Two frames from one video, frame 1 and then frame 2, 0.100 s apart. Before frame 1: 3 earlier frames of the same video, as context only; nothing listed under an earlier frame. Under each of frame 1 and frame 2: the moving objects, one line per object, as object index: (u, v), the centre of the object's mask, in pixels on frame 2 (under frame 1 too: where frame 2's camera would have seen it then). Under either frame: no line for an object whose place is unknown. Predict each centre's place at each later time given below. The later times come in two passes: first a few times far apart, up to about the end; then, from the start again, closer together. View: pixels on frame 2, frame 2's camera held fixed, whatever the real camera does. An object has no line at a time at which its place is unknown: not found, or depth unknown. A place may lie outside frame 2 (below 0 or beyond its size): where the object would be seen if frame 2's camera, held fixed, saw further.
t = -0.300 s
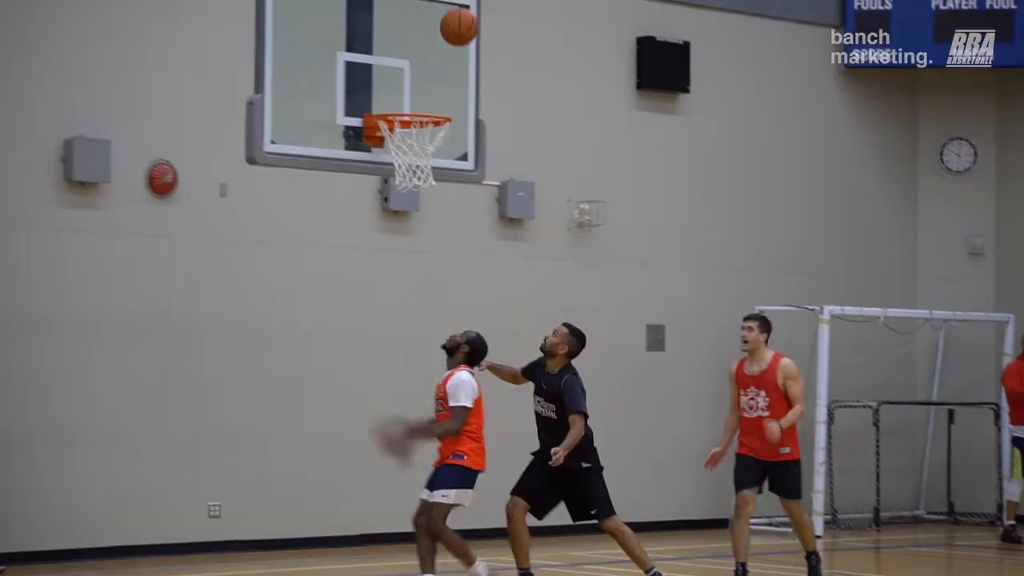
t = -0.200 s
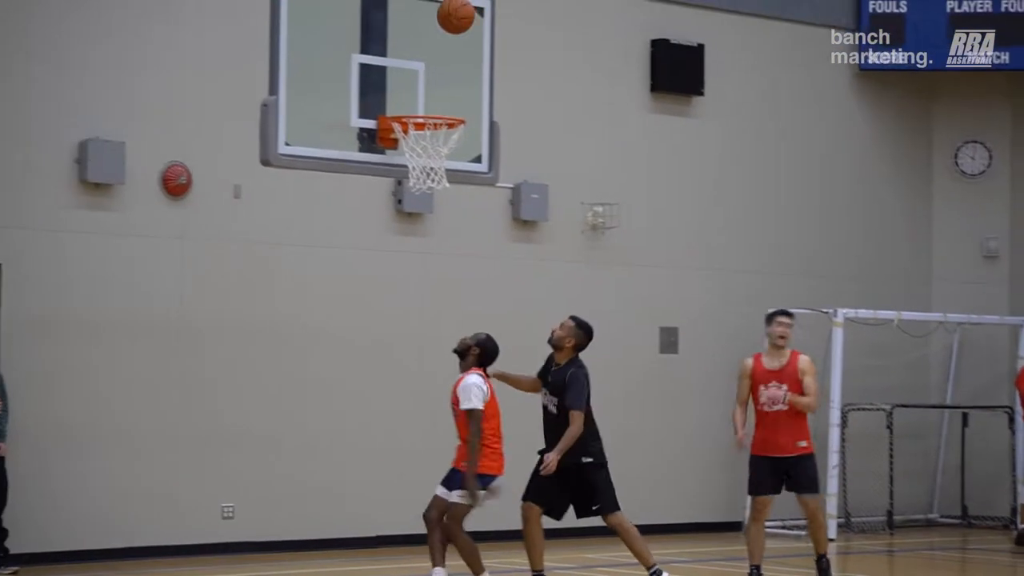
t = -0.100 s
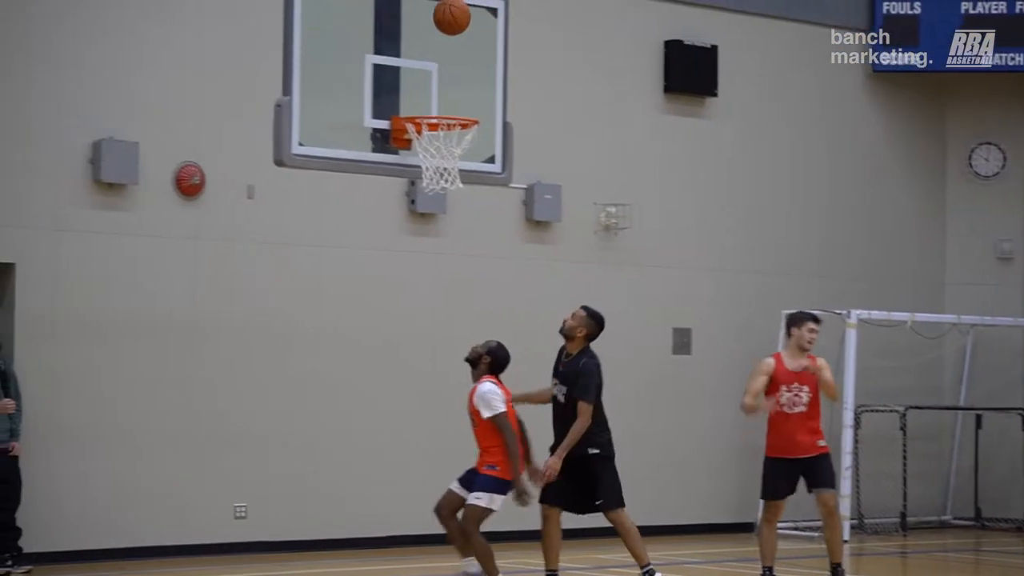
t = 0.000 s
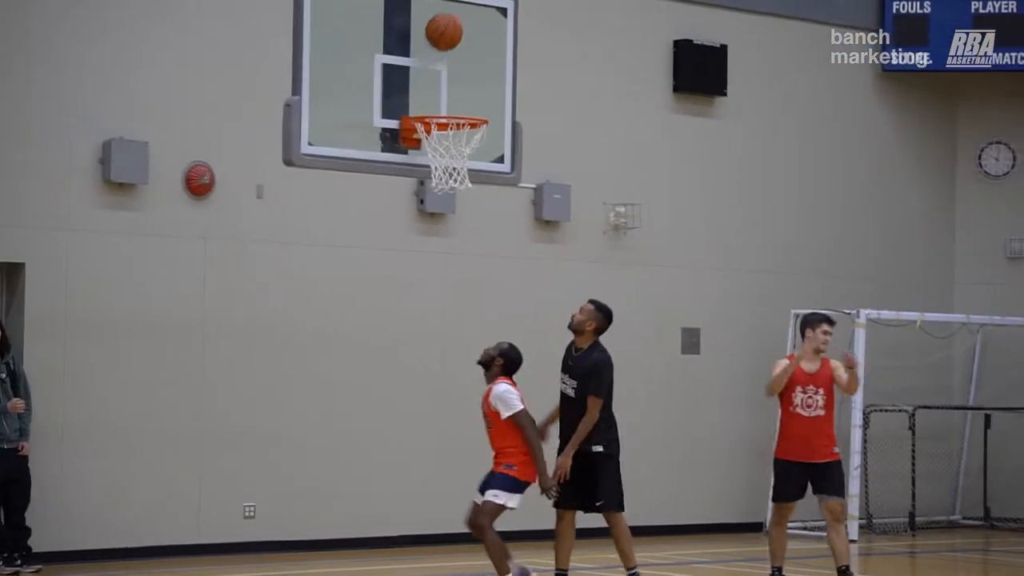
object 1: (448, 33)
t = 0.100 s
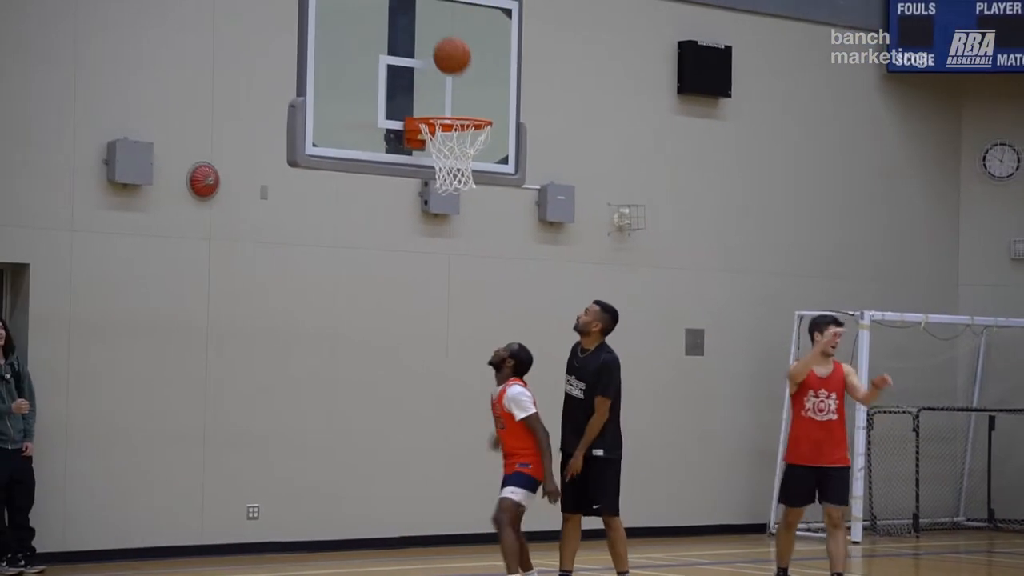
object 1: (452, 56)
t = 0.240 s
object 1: (468, 105)
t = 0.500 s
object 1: (452, 149)
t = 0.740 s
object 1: (437, 187)
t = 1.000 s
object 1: (437, 293)
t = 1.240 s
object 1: (439, 491)
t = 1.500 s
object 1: (447, 453)
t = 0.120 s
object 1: (454, 61)
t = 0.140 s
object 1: (456, 68)
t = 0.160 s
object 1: (459, 75)
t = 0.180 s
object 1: (461, 83)
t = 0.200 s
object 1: (463, 92)
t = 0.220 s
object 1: (466, 100)
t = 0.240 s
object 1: (468, 105)
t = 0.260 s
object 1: (469, 115)
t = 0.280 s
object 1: (469, 118)
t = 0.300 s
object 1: (466, 124)
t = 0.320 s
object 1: (464, 131)
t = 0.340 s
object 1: (462, 136)
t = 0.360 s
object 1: (460, 140)
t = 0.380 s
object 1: (459, 144)
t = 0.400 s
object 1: (455, 146)
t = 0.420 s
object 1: (455, 148)
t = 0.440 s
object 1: (455, 149)
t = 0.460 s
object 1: (451, 150)
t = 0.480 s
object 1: (448, 148)
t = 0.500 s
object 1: (452, 149)
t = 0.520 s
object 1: (451, 148)
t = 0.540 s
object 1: (446, 146)
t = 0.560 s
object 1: (442, 146)
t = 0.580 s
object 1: (443, 150)
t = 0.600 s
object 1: (446, 152)
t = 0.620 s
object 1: (446, 153)
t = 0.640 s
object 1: (444, 151)
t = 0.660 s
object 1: (444, 158)
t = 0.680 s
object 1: (444, 162)
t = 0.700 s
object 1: (445, 169)
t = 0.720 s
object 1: (440, 173)
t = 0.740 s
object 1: (437, 187)
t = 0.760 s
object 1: (437, 190)
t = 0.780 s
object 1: (437, 194)
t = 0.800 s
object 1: (438, 198)
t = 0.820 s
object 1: (438, 203)
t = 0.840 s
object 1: (438, 209)
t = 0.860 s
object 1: (438, 218)
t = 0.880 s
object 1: (438, 227)
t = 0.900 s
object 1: (438, 235)
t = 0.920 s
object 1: (438, 246)
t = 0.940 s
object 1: (438, 258)
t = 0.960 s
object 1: (438, 268)
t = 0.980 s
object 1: (438, 280)
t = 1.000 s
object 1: (437, 293)
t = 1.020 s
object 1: (437, 307)
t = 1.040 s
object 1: (438, 320)
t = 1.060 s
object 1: (439, 334)
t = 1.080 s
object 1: (440, 349)
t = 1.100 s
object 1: (440, 364)
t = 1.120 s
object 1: (440, 380)
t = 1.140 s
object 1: (439, 398)
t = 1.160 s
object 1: (440, 414)
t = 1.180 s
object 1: (440, 432)
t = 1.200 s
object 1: (439, 451)
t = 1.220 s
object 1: (440, 470)
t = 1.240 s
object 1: (439, 491)
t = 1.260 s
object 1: (435, 513)
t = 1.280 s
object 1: (438, 533)
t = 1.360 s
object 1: (436, 553)
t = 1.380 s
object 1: (441, 537)
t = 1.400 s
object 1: (441, 523)
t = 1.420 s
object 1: (443, 506)
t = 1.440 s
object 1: (445, 492)
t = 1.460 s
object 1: (446, 478)
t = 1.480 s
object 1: (447, 465)
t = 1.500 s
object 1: (447, 453)
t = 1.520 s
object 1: (448, 441)
